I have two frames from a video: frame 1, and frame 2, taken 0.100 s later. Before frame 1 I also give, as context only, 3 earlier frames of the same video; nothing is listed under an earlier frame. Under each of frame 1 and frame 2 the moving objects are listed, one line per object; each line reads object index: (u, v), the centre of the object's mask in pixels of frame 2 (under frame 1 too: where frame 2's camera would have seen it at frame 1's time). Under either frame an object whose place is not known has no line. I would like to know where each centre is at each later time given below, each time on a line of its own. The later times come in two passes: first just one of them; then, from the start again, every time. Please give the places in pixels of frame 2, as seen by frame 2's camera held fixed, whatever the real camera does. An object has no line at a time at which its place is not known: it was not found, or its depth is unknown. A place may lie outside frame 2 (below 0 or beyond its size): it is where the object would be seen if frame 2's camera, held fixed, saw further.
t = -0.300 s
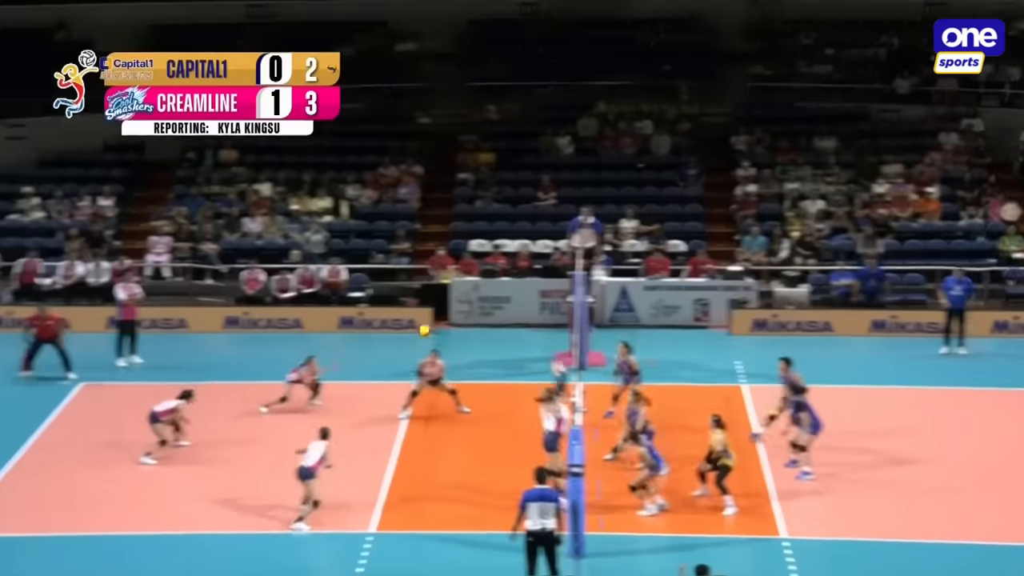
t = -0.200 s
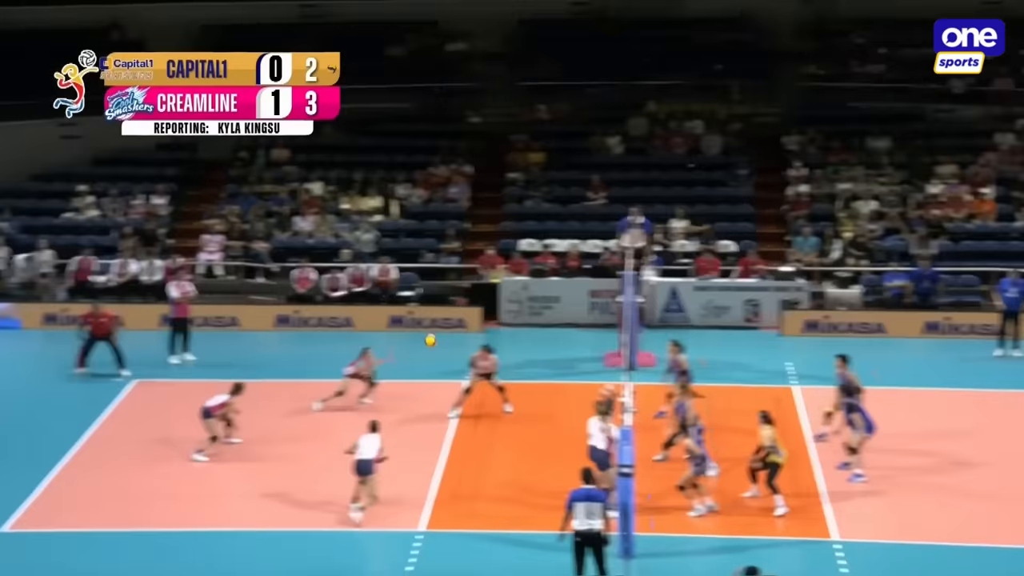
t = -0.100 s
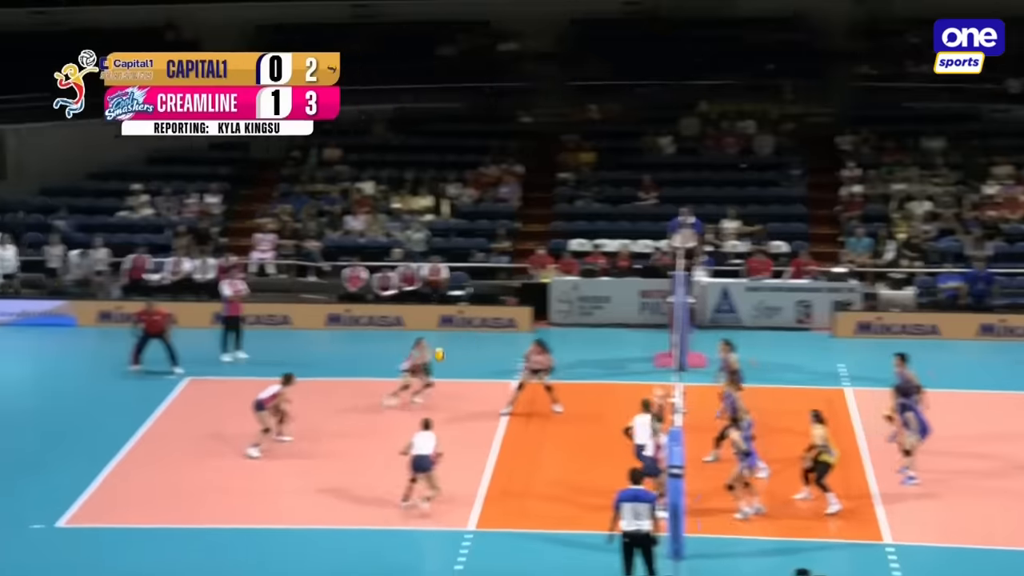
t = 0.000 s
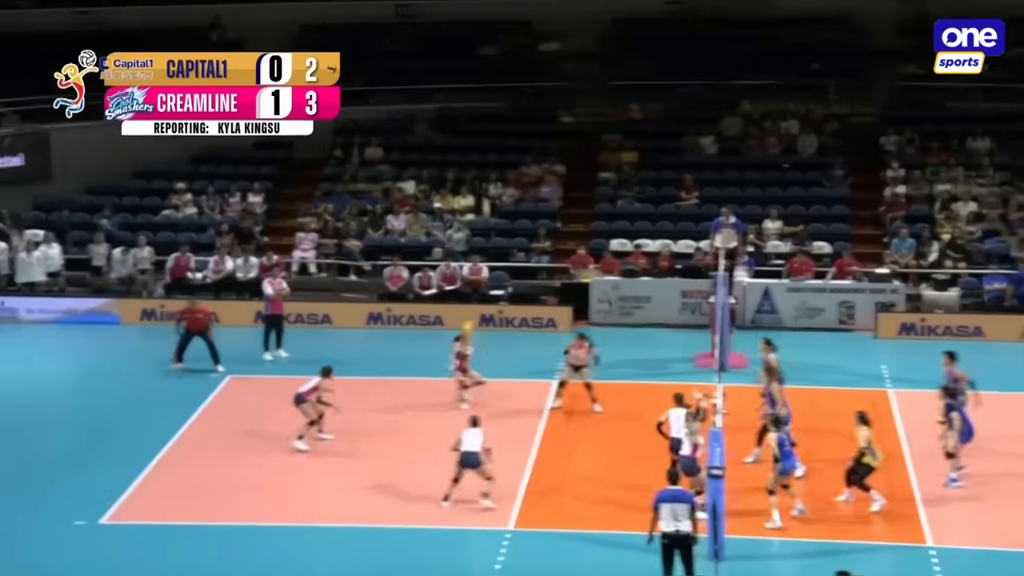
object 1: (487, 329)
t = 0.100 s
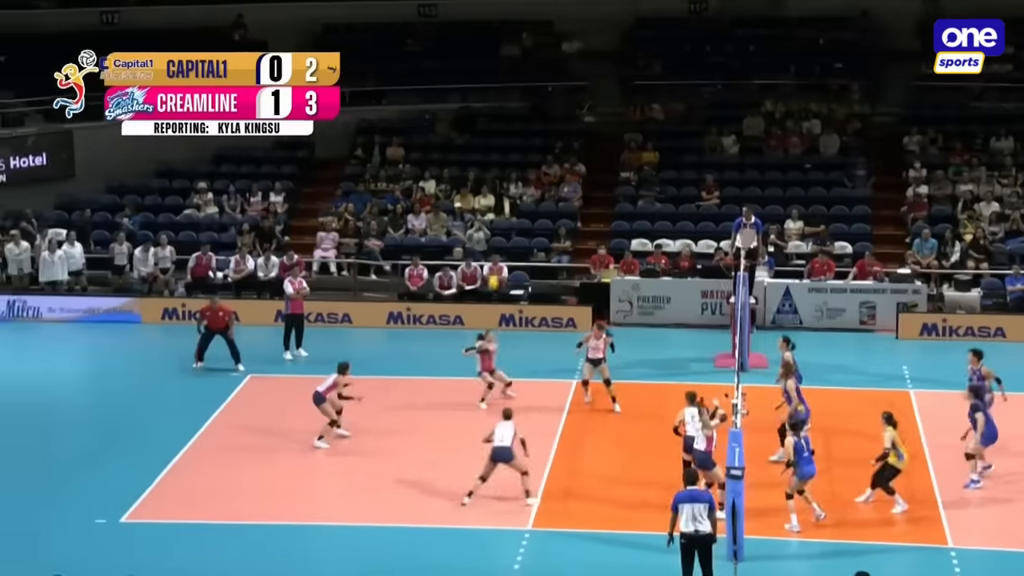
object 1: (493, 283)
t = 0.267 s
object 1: (501, 220)
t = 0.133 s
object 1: (495, 268)
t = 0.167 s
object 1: (497, 255)
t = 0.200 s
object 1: (498, 243)
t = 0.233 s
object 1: (500, 231)
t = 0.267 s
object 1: (501, 220)
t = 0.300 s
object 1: (504, 209)
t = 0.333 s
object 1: (505, 199)
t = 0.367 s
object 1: (506, 190)
